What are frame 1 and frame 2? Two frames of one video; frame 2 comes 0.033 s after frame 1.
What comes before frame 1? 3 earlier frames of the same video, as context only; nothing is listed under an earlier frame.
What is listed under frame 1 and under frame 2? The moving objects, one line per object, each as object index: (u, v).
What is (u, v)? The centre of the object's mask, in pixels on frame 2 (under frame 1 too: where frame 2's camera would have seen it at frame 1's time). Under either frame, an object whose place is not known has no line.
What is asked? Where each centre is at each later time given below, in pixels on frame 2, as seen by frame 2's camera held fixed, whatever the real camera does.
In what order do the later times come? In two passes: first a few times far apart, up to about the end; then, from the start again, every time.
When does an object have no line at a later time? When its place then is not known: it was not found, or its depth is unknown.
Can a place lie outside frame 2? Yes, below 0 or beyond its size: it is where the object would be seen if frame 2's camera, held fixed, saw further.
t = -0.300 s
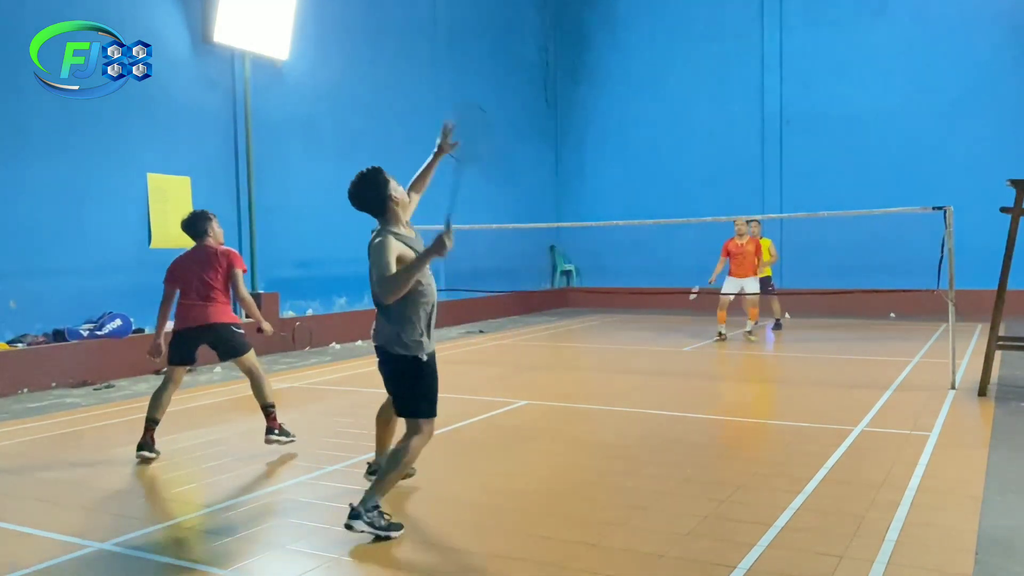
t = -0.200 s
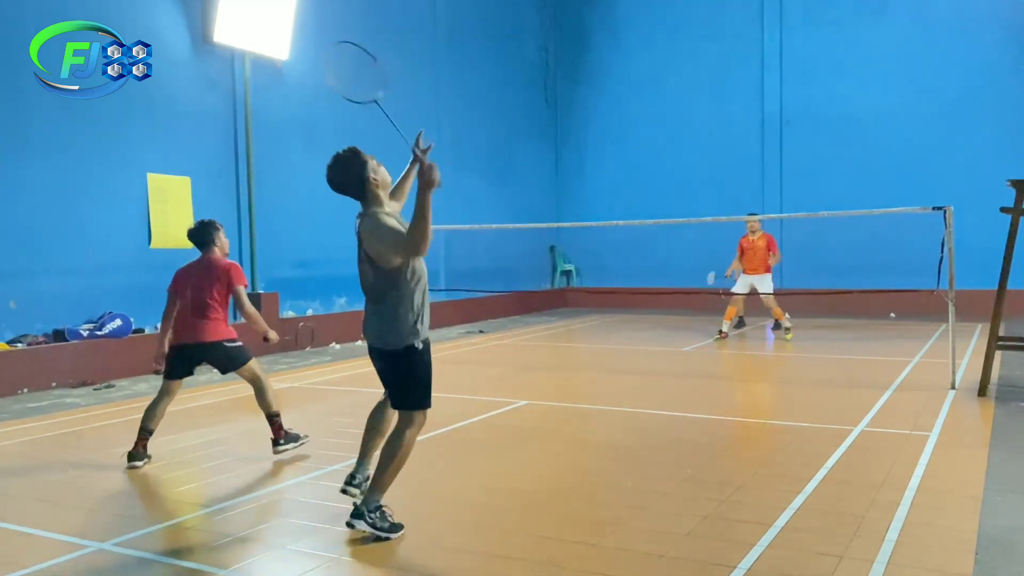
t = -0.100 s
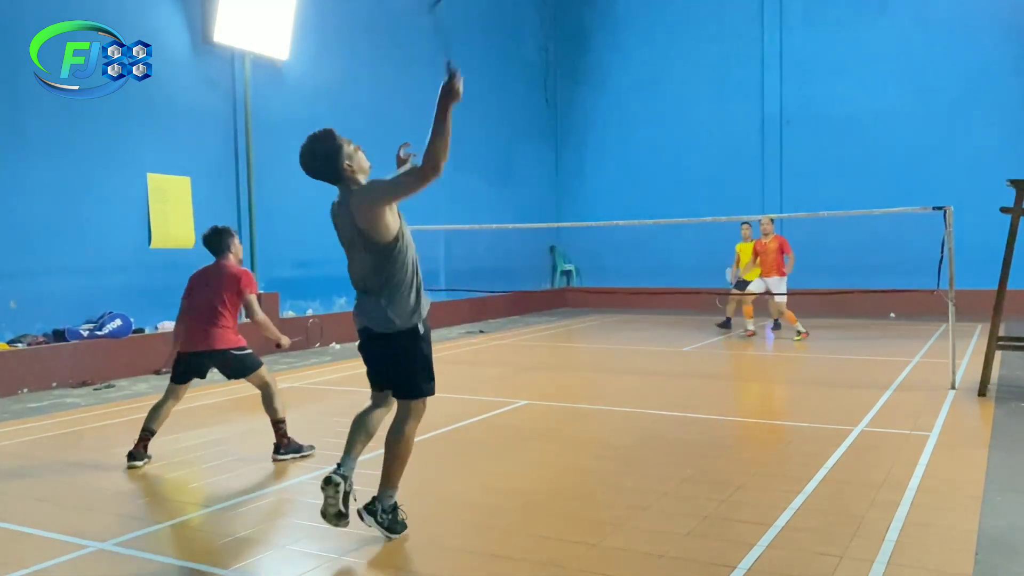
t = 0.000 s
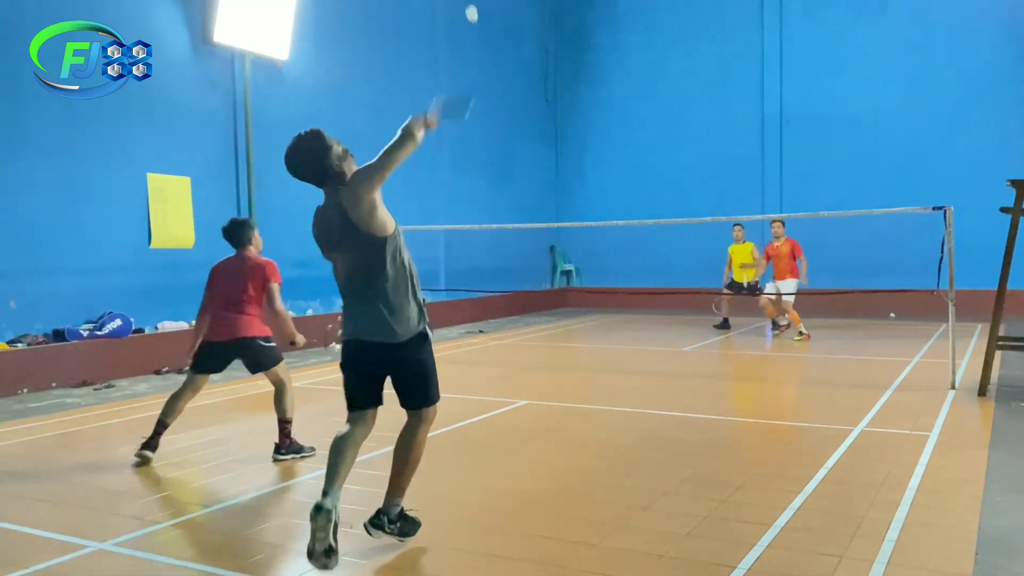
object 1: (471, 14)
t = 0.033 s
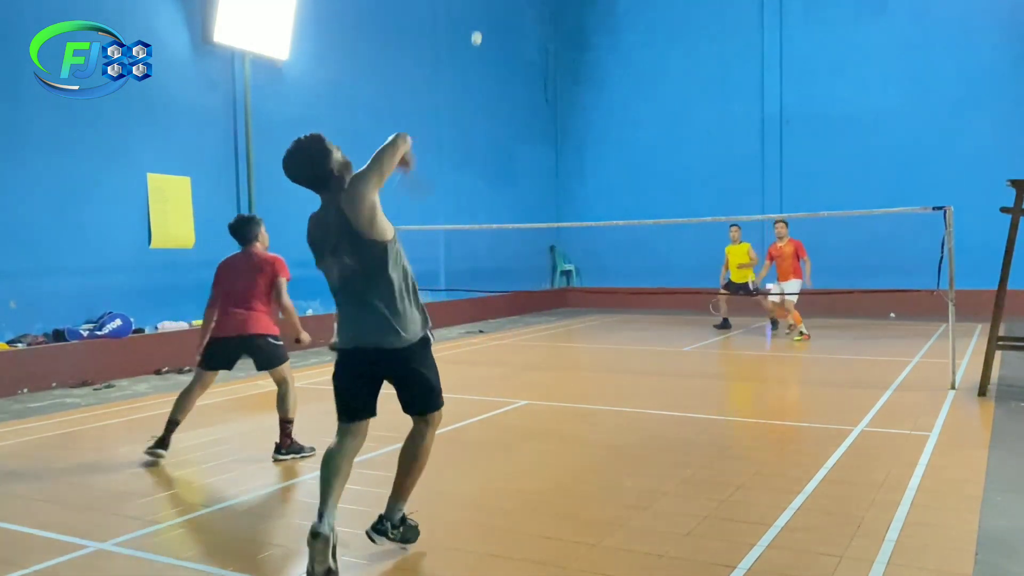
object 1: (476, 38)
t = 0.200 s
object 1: (473, 104)
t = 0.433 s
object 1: (474, 173)
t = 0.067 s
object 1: (473, 57)
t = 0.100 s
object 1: (472, 69)
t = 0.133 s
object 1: (473, 82)
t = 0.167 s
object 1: (473, 93)
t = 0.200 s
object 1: (473, 104)
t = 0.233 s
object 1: (473, 114)
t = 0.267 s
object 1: (473, 124)
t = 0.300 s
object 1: (473, 134)
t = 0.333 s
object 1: (473, 143)
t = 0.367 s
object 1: (473, 153)
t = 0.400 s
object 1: (473, 163)
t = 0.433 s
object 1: (474, 173)
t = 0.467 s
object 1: (474, 182)
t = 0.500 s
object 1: (474, 192)
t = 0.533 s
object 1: (475, 202)
